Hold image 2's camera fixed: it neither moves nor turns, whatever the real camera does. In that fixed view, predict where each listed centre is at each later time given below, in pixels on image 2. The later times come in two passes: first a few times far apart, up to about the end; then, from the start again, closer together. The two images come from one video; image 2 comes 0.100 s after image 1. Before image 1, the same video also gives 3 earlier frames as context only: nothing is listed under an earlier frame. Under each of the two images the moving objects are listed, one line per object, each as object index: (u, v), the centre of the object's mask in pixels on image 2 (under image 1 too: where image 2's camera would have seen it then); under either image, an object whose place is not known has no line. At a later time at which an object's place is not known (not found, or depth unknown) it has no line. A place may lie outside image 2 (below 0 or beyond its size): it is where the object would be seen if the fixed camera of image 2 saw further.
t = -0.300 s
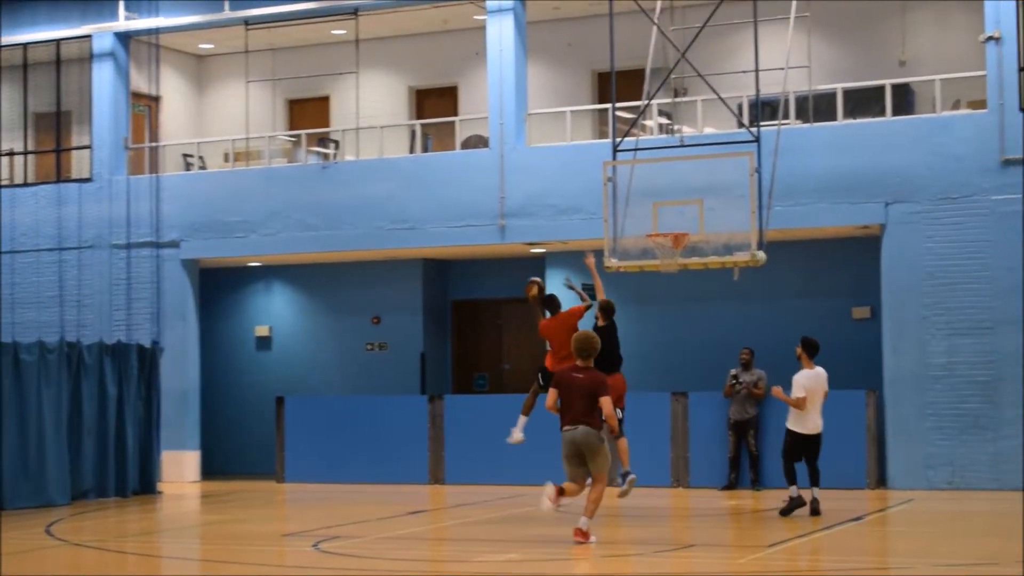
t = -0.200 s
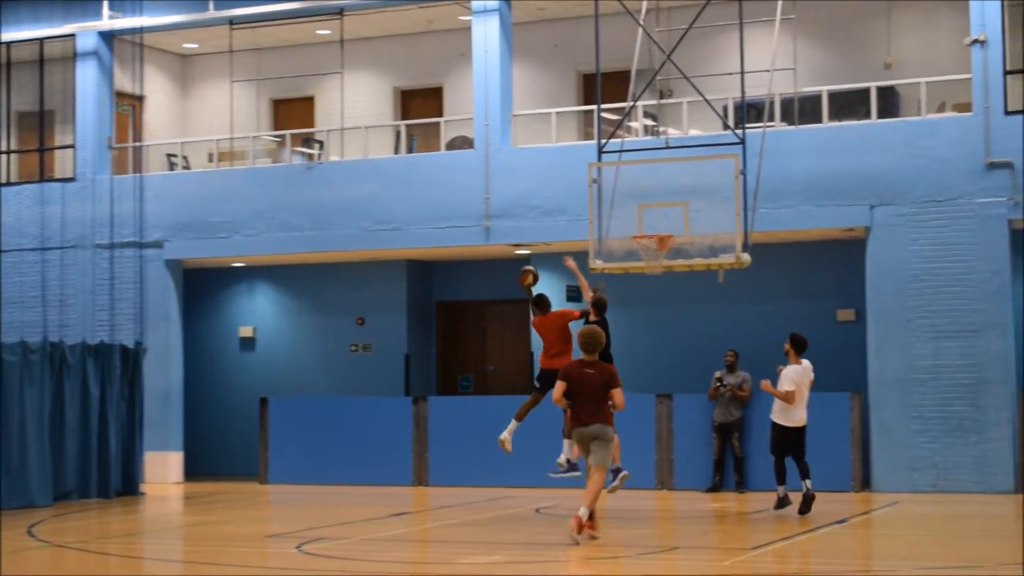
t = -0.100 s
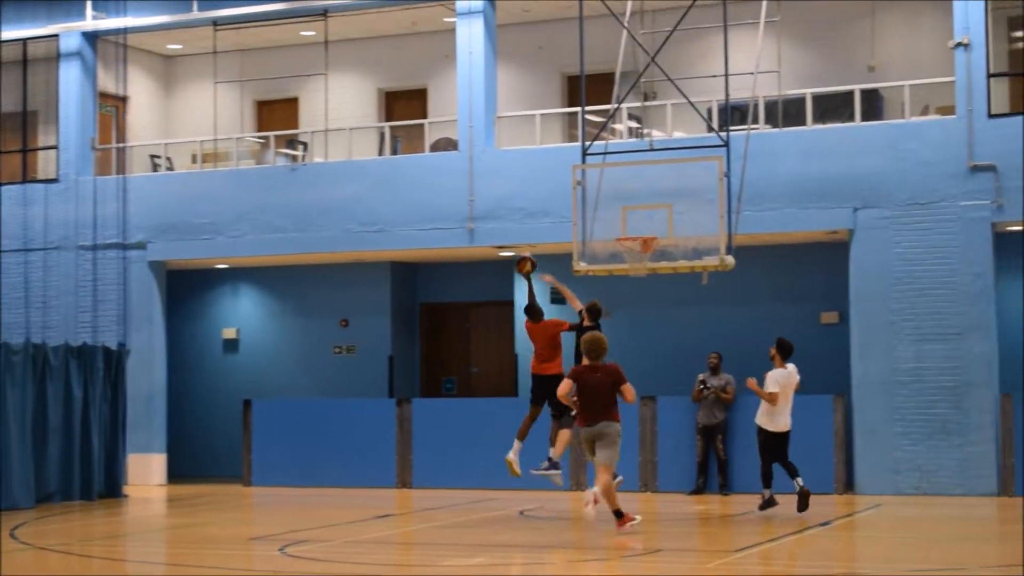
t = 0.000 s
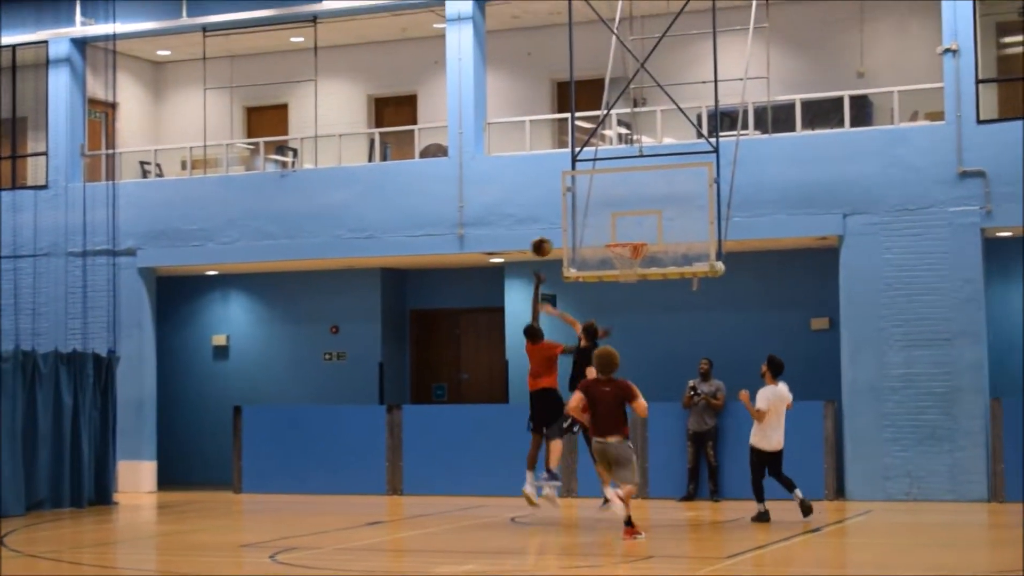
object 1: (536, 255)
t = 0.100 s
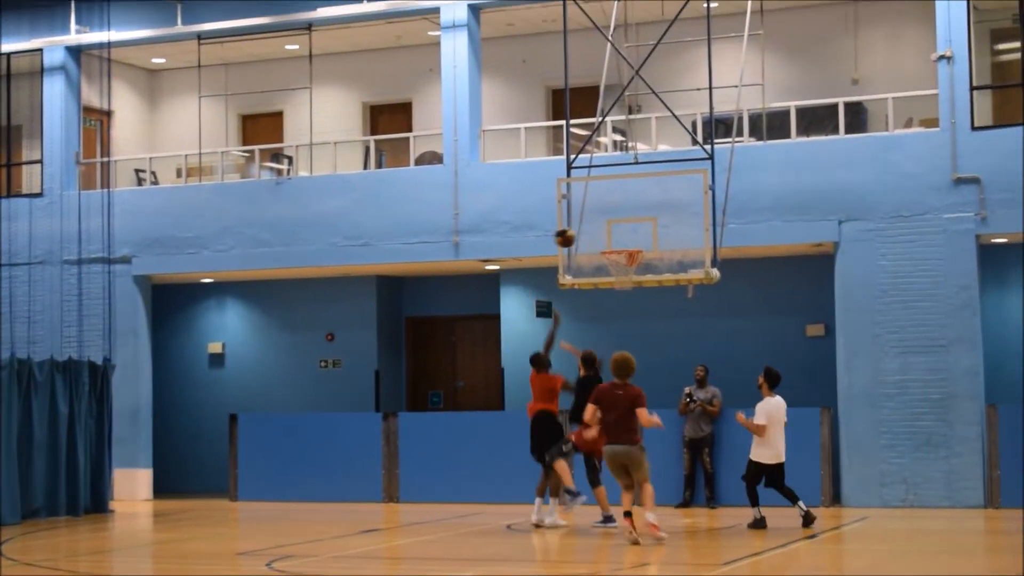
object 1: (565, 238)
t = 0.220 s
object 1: (597, 229)
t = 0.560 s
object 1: (617, 260)
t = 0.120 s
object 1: (570, 235)
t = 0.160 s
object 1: (581, 232)
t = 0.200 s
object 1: (592, 230)
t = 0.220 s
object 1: (597, 229)
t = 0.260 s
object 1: (608, 229)
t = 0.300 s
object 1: (612, 230)
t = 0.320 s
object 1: (613, 231)
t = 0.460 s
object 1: (623, 248)
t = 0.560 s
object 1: (617, 260)
